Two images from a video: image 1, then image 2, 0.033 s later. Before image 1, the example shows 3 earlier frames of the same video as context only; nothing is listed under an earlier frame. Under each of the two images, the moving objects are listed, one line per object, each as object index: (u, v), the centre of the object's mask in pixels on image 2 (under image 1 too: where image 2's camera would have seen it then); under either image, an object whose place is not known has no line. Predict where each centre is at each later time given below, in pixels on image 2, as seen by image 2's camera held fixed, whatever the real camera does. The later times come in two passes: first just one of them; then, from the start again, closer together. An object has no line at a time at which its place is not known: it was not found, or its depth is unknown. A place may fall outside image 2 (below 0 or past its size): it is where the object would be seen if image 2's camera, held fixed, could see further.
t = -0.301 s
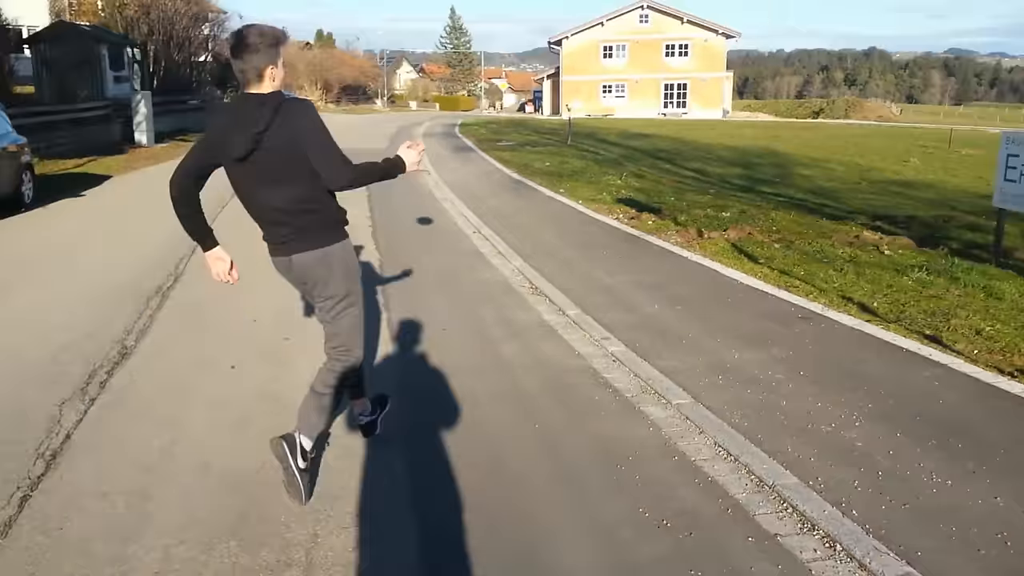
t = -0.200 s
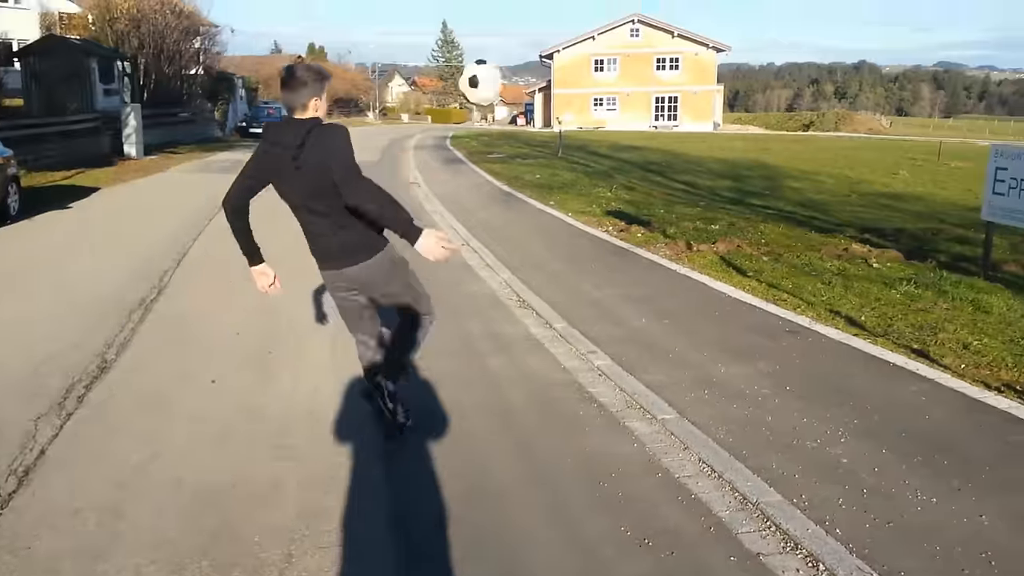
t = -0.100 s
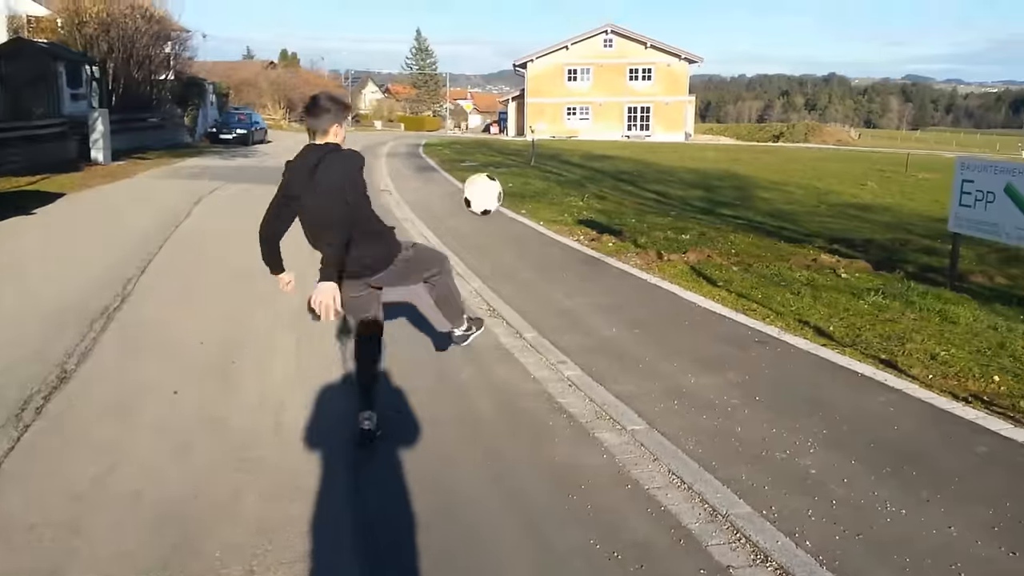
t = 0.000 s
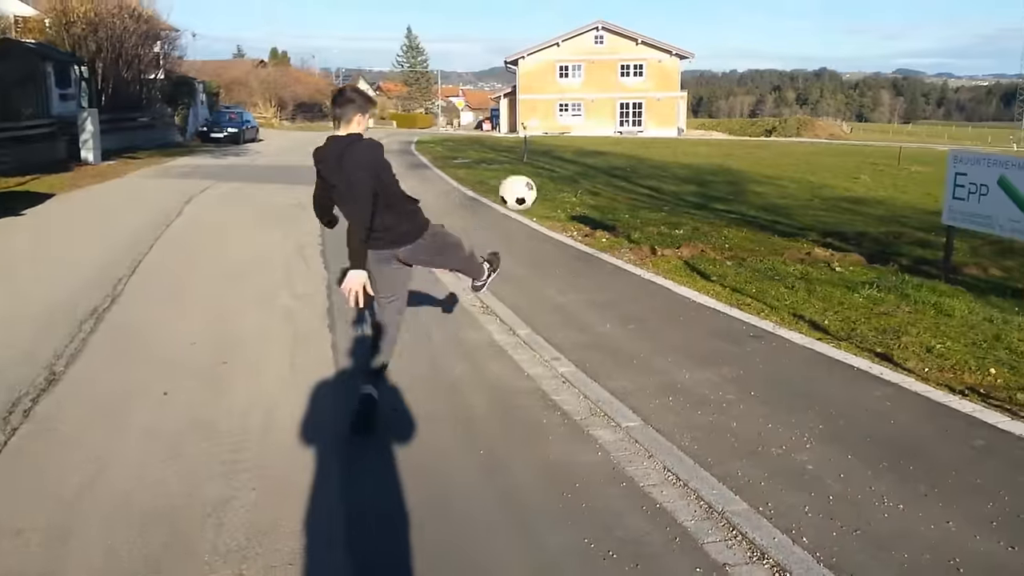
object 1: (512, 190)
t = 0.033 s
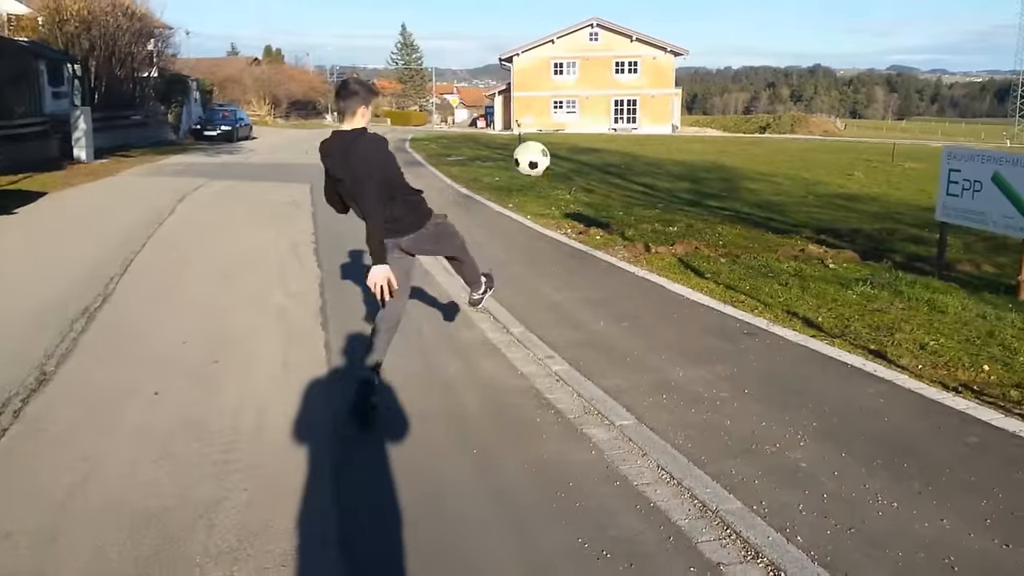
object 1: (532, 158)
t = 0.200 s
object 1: (621, 41)
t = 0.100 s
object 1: (569, 105)
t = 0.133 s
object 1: (587, 81)
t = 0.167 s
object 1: (604, 60)
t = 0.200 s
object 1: (621, 41)
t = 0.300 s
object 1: (665, 5)
